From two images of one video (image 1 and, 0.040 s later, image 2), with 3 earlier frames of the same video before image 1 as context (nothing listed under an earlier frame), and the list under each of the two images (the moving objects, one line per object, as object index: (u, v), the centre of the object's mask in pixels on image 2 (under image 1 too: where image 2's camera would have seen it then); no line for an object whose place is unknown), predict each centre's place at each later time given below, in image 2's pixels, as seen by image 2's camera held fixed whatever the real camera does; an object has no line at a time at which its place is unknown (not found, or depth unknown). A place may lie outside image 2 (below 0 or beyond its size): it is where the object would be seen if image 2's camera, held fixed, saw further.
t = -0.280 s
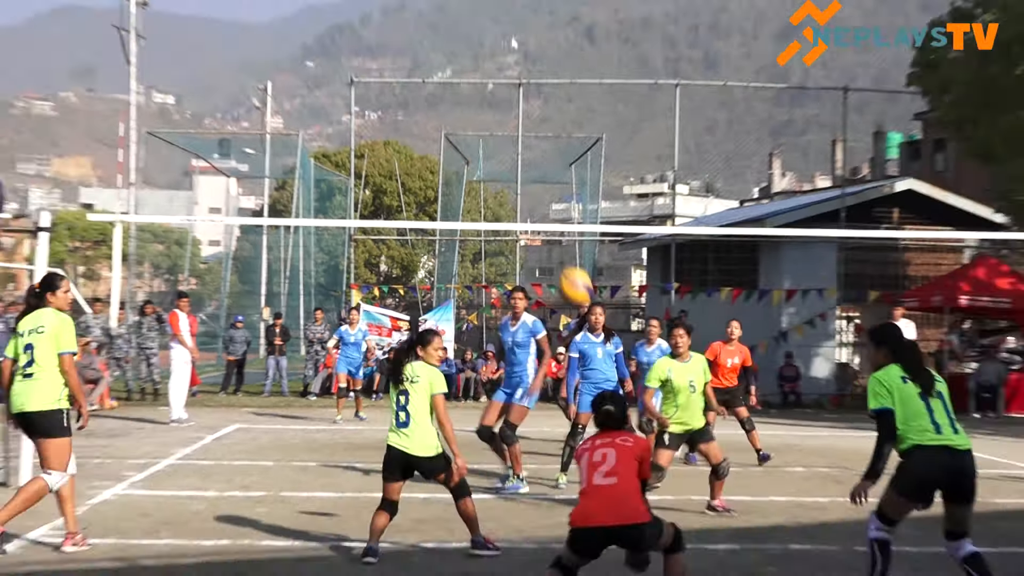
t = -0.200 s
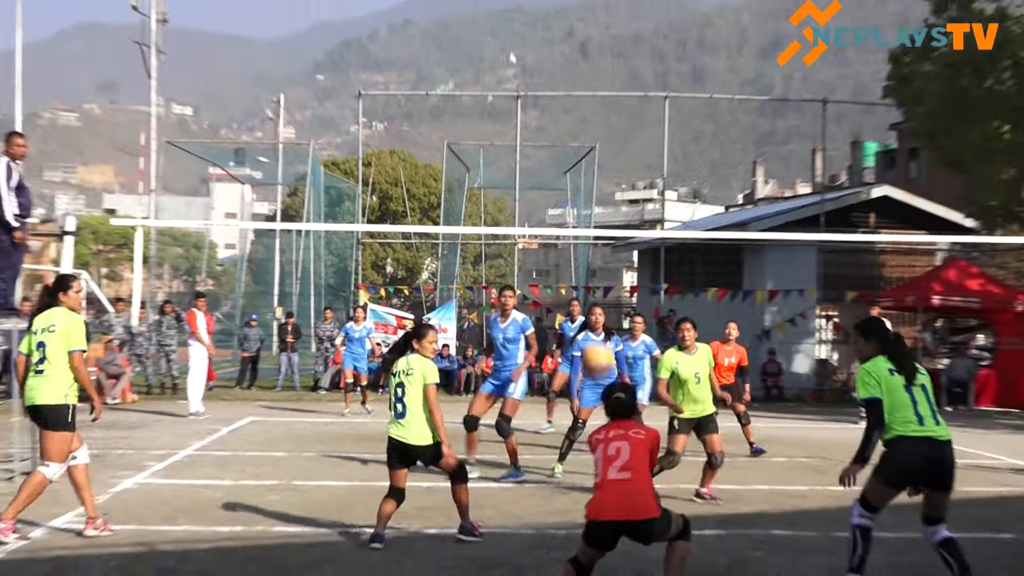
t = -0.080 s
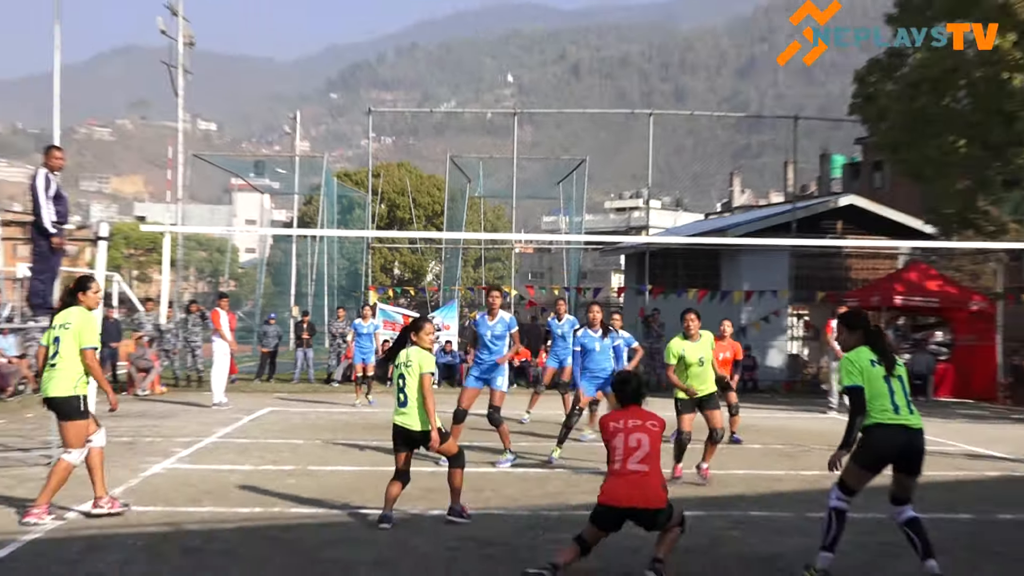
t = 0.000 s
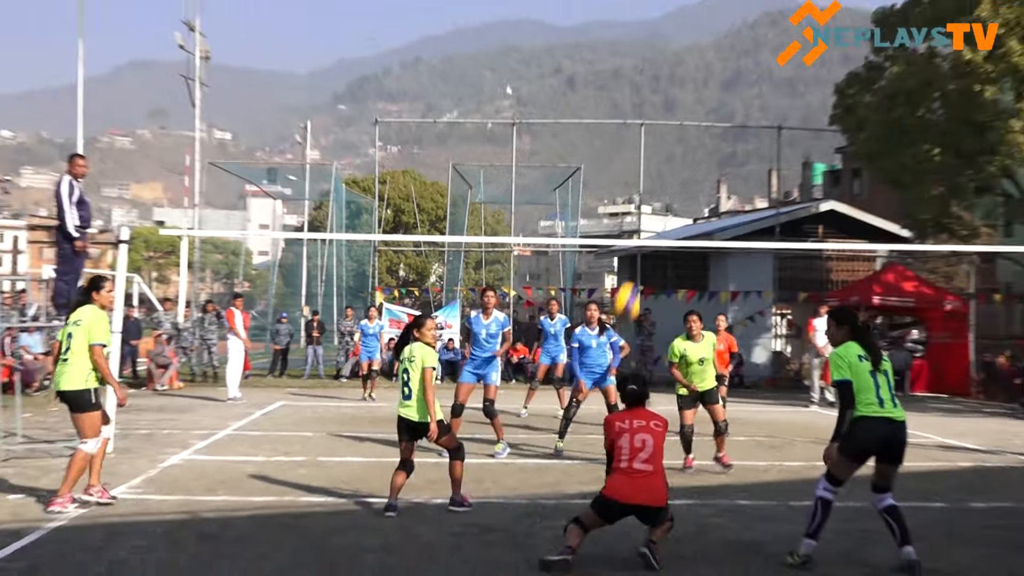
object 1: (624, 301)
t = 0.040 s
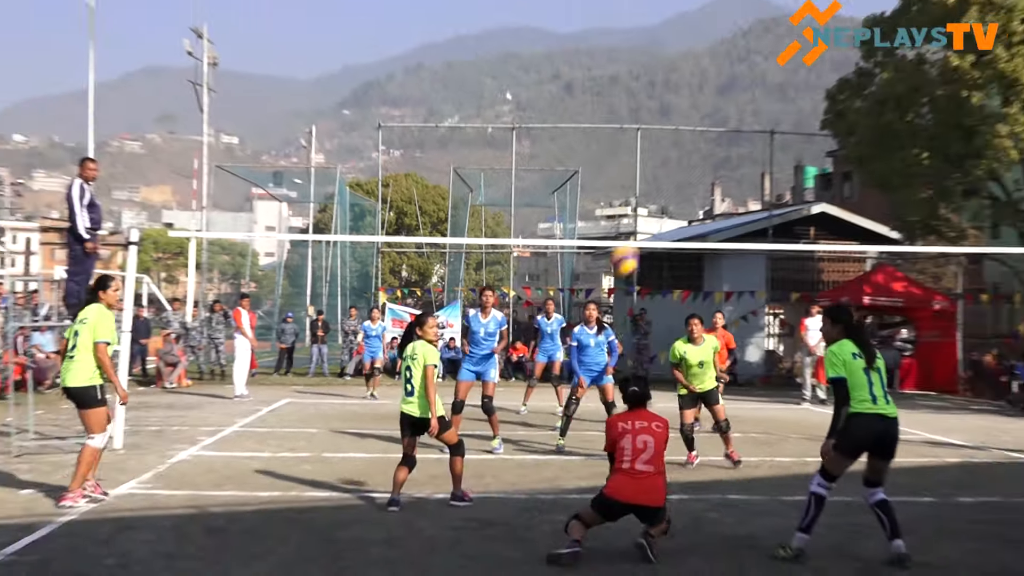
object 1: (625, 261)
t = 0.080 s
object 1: (628, 221)
